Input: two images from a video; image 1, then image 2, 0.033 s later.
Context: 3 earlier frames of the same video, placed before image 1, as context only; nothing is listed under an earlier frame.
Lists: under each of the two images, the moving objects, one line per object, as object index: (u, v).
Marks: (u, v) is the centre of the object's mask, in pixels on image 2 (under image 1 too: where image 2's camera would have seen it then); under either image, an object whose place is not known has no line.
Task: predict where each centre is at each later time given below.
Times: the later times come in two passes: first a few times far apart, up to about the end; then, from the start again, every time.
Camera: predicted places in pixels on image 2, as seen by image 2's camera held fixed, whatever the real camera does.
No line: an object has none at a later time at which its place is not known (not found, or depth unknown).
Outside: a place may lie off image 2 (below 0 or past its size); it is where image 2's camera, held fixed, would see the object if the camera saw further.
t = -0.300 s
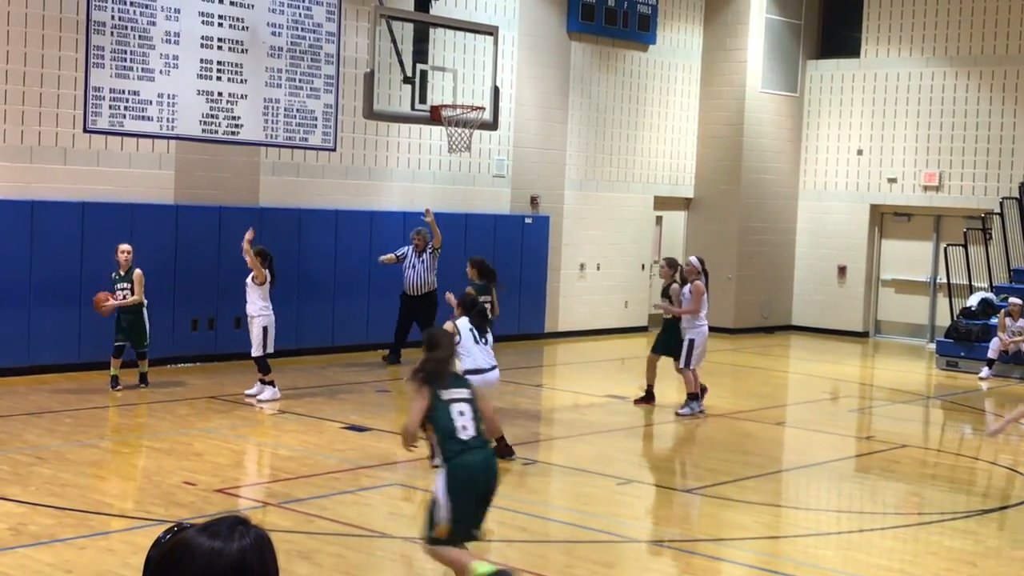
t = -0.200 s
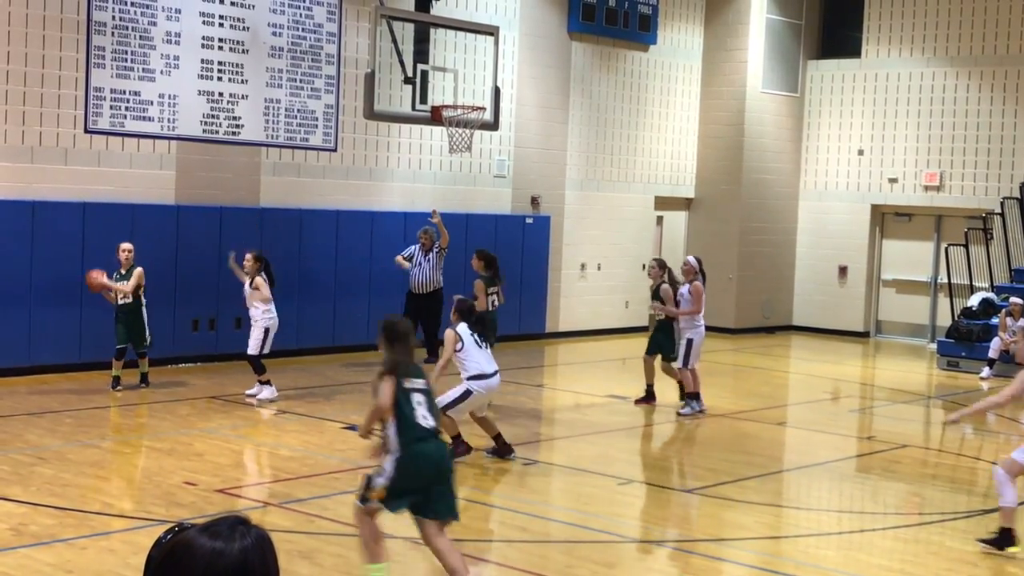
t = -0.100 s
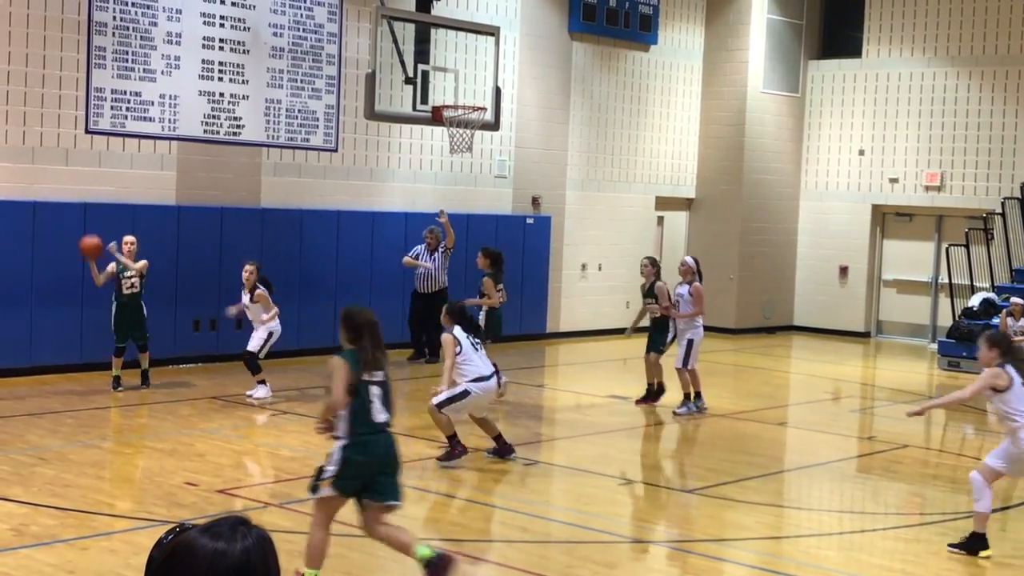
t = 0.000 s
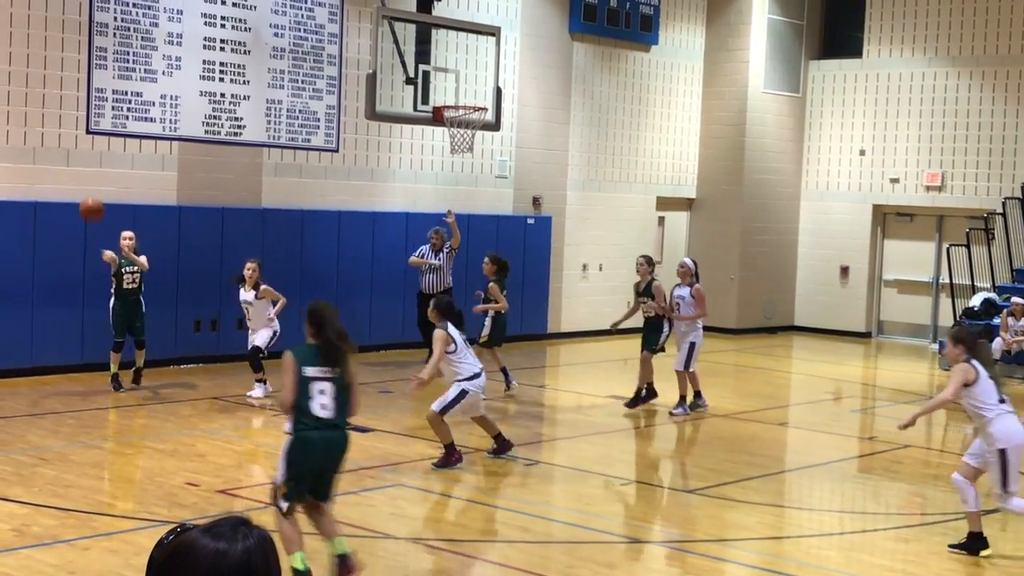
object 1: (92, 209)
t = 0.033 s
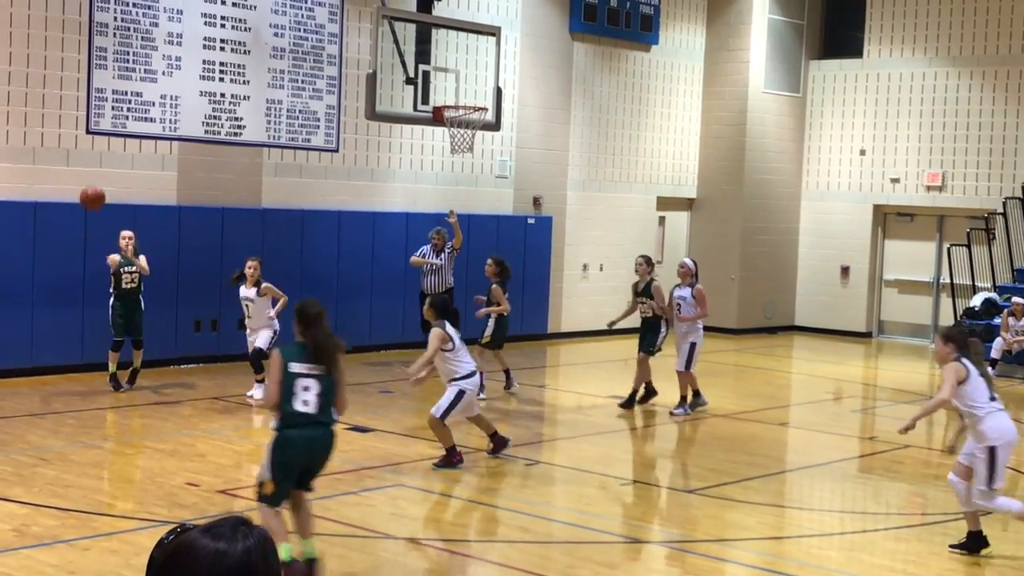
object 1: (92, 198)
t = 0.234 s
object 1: (96, 149)
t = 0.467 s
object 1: (101, 141)
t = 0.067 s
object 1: (93, 187)
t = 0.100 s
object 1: (94, 177)
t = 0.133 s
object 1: (94, 169)
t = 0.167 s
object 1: (95, 161)
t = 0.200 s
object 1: (95, 154)
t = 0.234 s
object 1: (96, 149)
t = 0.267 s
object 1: (96, 144)
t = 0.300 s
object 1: (97, 140)
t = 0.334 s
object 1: (97, 138)
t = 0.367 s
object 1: (98, 136)
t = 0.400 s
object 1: (99, 136)
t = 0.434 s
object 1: (99, 138)
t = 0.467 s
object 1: (101, 141)
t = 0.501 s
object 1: (101, 145)
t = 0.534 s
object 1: (102, 152)
